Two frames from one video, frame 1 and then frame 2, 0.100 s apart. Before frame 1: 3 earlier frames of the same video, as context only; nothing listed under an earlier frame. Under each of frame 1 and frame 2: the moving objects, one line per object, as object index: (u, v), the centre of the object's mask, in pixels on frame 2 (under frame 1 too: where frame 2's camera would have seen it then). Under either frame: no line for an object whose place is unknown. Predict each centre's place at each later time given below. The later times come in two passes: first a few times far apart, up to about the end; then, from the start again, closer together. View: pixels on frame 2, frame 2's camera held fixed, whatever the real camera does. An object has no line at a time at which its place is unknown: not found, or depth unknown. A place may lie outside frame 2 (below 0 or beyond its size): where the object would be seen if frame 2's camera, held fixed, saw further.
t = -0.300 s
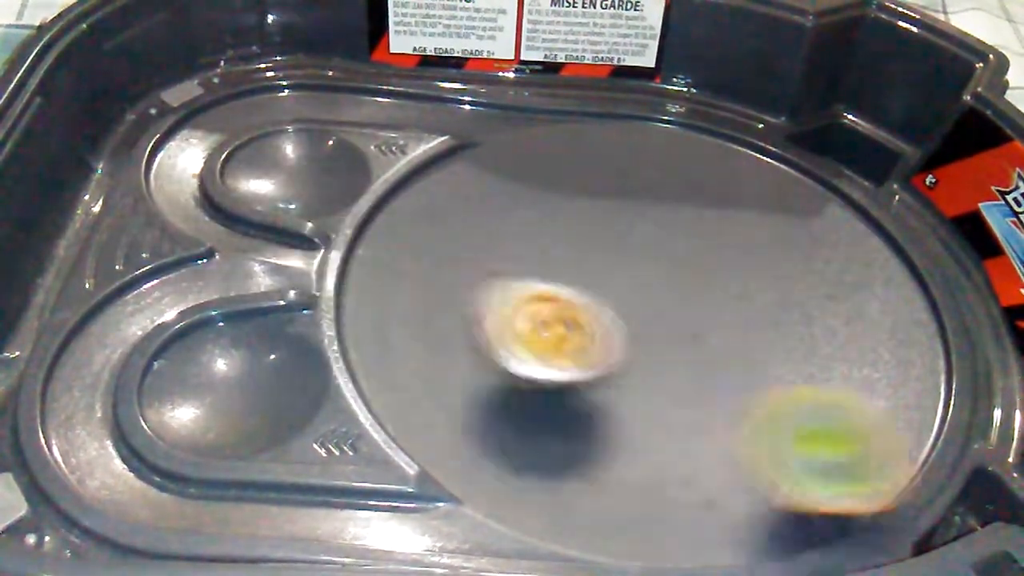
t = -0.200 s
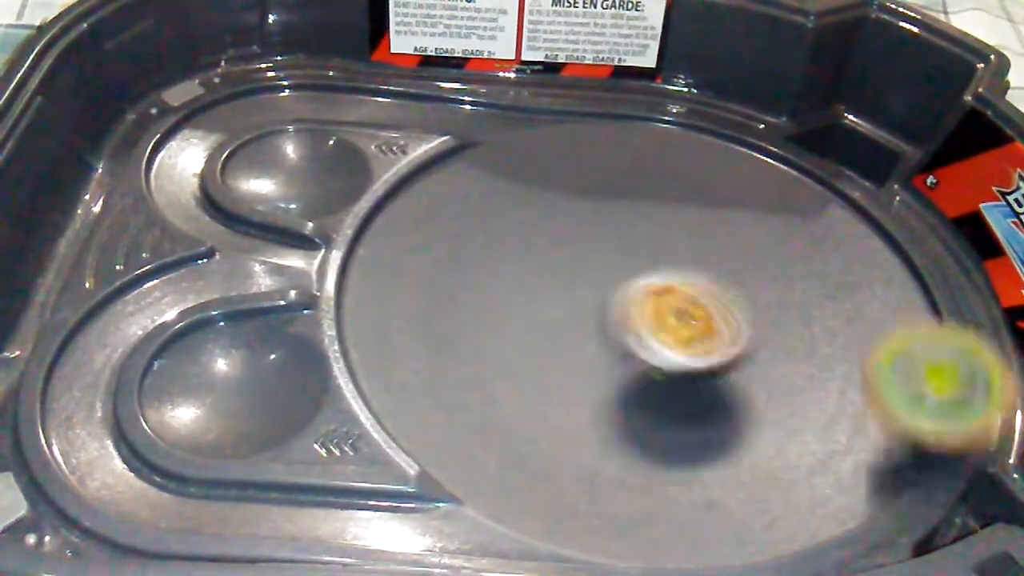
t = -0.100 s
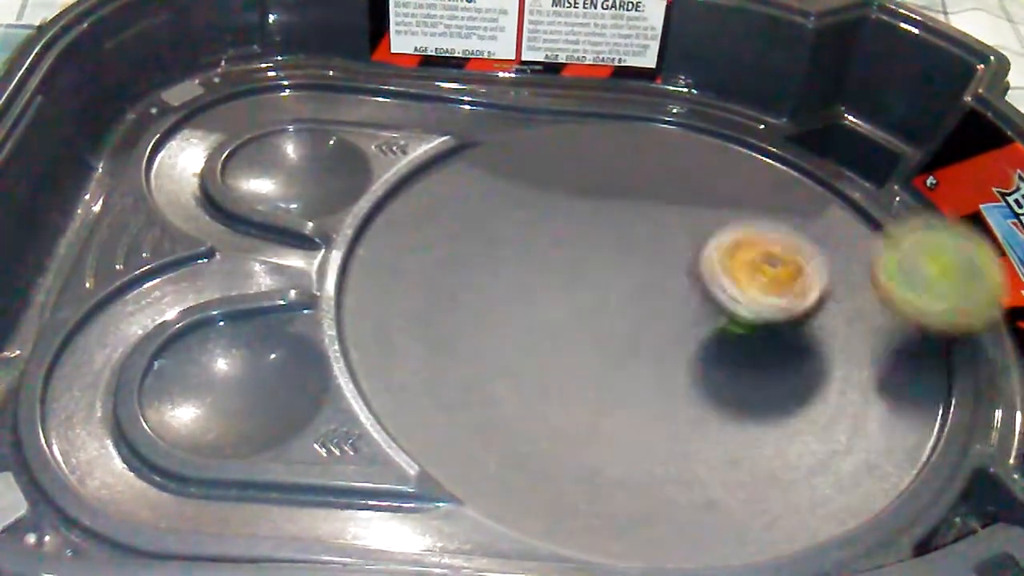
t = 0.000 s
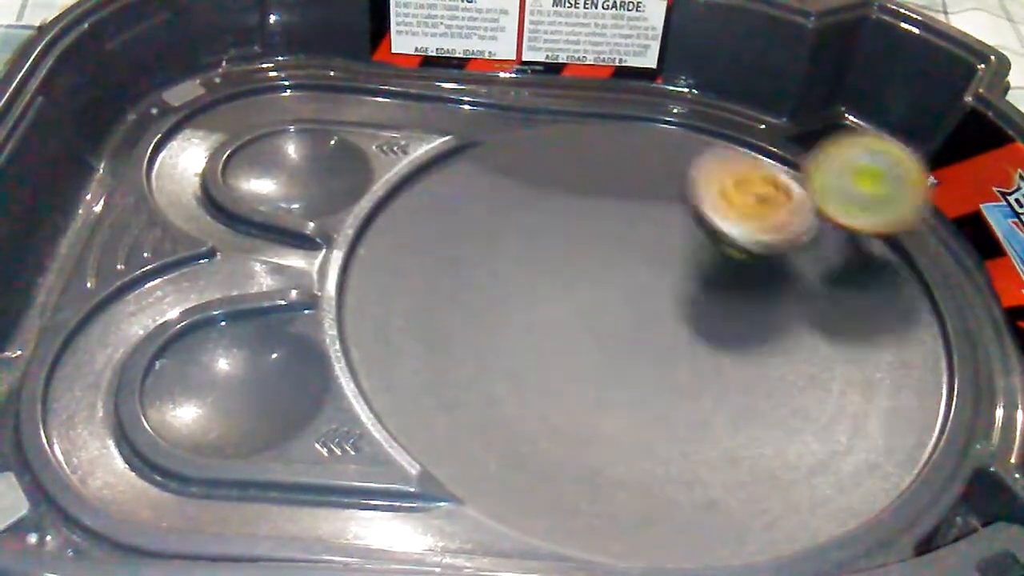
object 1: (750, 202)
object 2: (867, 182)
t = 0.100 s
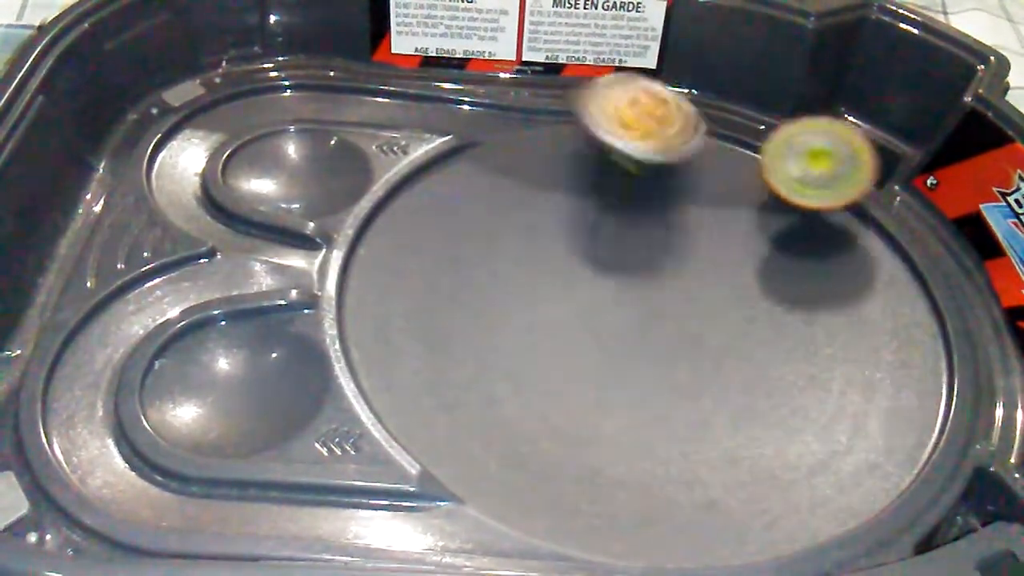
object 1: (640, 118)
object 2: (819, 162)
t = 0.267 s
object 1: (456, 78)
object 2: (773, 167)
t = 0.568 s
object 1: (223, 79)
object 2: (772, 341)
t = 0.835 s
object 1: (260, 201)
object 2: (929, 375)
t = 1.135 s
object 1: (681, 371)
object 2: (610, 271)
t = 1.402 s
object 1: (807, 213)
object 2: (477, 400)
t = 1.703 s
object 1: (523, 244)
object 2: (673, 357)
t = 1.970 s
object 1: (412, 342)
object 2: (724, 339)
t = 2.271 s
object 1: (523, 327)
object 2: (678, 288)
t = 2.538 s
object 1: (509, 295)
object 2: (644, 257)
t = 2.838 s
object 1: (516, 278)
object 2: (702, 269)
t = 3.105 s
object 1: (565, 262)
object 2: (706, 285)
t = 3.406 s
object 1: (552, 249)
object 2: (759, 336)
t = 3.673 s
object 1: (545, 274)
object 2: (775, 319)
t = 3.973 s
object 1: (547, 274)
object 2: (708, 375)
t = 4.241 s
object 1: (573, 283)
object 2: (670, 365)
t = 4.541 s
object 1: (586, 267)
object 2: (621, 361)
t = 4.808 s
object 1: (586, 250)
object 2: (572, 350)
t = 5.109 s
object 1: (612, 257)
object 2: (553, 344)
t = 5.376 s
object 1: (668, 311)
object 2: (556, 311)
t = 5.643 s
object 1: (728, 321)
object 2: (537, 281)
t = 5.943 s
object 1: (677, 324)
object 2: (568, 255)
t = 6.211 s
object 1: (680, 326)
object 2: (583, 243)
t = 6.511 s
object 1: (679, 331)
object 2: (617, 248)
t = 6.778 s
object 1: (663, 352)
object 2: (622, 219)
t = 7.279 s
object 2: (565, 254)
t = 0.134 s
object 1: (600, 100)
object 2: (807, 159)
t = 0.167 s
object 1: (560, 88)
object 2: (797, 158)
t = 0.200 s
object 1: (520, 89)
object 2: (789, 159)
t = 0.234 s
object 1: (482, 90)
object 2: (781, 161)
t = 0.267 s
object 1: (456, 78)
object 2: (773, 167)
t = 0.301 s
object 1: (433, 76)
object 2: (764, 177)
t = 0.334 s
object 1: (407, 74)
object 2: (754, 190)
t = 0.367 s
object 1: (379, 74)
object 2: (746, 208)
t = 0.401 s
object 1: (350, 73)
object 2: (742, 227)
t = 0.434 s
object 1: (323, 70)
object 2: (740, 249)
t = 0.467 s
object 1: (297, 69)
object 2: (743, 272)
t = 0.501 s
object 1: (269, 64)
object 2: (748, 296)
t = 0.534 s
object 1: (245, 65)
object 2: (757, 320)
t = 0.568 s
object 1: (223, 79)
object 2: (772, 341)
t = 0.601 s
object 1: (204, 92)
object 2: (790, 361)
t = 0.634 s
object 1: (186, 108)
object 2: (809, 378)
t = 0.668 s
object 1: (168, 119)
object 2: (831, 391)
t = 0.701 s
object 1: (158, 138)
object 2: (854, 398)
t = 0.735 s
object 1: (165, 160)
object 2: (876, 401)
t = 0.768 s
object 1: (185, 171)
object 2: (900, 399)
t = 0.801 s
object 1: (218, 185)
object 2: (917, 390)
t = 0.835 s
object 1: (260, 201)
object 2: (929, 375)
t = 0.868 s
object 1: (296, 215)
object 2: (930, 357)
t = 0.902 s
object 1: (341, 241)
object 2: (916, 336)
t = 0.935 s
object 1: (381, 268)
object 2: (892, 318)
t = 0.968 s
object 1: (424, 295)
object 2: (854, 300)
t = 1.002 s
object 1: (470, 319)
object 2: (806, 284)
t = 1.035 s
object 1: (520, 343)
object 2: (758, 276)
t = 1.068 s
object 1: (575, 360)
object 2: (708, 270)
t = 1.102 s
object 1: (629, 370)
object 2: (661, 269)
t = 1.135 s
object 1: (681, 371)
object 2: (610, 271)
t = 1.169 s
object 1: (731, 365)
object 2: (561, 278)
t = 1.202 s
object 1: (772, 351)
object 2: (518, 288)
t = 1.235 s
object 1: (805, 332)
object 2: (476, 300)
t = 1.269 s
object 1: (825, 309)
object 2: (439, 318)
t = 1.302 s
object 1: (835, 283)
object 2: (411, 340)
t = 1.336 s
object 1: (834, 258)
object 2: (389, 361)
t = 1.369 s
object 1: (826, 236)
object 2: (426, 382)
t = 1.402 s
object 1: (807, 213)
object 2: (477, 400)
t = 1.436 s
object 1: (782, 194)
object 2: (524, 407)
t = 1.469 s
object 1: (748, 179)
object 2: (570, 411)
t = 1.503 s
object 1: (711, 171)
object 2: (612, 412)
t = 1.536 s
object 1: (673, 171)
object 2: (648, 411)
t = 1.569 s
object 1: (636, 175)
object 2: (673, 406)
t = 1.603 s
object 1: (601, 185)
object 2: (687, 397)
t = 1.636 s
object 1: (569, 200)
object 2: (691, 387)
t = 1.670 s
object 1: (543, 220)
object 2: (687, 372)
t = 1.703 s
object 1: (523, 244)
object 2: (673, 357)
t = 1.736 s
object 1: (509, 270)
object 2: (652, 342)
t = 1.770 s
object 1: (498, 291)
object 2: (636, 332)
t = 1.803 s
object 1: (452, 304)
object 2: (657, 339)
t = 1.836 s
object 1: (412, 308)
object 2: (677, 345)
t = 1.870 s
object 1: (382, 320)
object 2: (694, 349)
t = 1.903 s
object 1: (380, 326)
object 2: (708, 349)
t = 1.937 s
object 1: (394, 335)
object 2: (719, 345)
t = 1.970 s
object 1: (412, 342)
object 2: (724, 339)
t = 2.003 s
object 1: (436, 344)
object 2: (724, 331)
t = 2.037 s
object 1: (460, 346)
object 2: (720, 323)
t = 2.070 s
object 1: (480, 349)
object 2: (711, 316)
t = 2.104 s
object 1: (499, 348)
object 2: (700, 309)
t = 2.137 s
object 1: (518, 347)
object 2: (688, 304)
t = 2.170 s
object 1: (533, 342)
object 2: (675, 300)
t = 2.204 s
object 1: (543, 337)
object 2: (662, 299)
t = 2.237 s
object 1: (534, 332)
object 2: (669, 294)
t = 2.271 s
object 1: (523, 327)
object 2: (678, 288)
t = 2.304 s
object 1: (512, 321)
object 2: (682, 280)
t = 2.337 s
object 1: (505, 316)
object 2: (684, 273)
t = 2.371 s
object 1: (500, 311)
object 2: (681, 267)
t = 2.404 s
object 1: (495, 306)
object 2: (674, 261)
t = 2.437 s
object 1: (495, 304)
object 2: (666, 257)
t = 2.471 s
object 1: (497, 300)
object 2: (658, 255)
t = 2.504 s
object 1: (501, 298)
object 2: (650, 255)
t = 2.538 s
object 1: (509, 295)
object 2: (644, 257)
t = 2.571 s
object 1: (515, 289)
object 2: (638, 262)
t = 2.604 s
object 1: (515, 285)
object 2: (641, 267)
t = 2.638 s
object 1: (507, 282)
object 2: (655, 269)
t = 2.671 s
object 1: (500, 280)
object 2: (668, 270)
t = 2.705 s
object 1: (498, 279)
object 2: (679, 270)
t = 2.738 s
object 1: (498, 278)
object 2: (688, 270)
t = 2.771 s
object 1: (503, 278)
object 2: (694, 270)
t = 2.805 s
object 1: (508, 278)
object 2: (698, 269)
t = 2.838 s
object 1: (516, 278)
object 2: (702, 269)
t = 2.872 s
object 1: (524, 276)
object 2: (702, 268)
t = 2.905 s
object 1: (533, 275)
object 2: (702, 268)
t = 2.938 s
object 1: (544, 274)
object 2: (700, 269)
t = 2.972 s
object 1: (553, 272)
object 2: (697, 271)
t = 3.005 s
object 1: (563, 270)
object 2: (694, 274)
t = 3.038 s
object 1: (565, 267)
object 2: (698, 277)
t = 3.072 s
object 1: (565, 264)
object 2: (702, 281)
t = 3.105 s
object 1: (565, 262)
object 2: (706, 285)
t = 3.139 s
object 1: (567, 261)
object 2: (709, 289)
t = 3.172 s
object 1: (569, 261)
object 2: (711, 292)
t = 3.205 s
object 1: (572, 261)
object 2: (712, 294)
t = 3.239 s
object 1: (575, 262)
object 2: (712, 298)
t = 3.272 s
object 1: (579, 263)
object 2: (711, 301)
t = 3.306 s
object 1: (584, 265)
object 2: (709, 304)
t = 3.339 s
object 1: (583, 262)
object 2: (714, 312)
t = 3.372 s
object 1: (567, 254)
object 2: (737, 326)
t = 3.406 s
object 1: (552, 249)
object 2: (759, 336)
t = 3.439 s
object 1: (542, 247)
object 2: (779, 342)
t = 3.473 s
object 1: (527, 249)
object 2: (808, 343)
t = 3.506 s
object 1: (525, 253)
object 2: (814, 340)
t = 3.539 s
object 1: (522, 256)
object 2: (815, 335)
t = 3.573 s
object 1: (524, 261)
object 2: (813, 331)
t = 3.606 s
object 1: (528, 267)
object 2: (805, 326)
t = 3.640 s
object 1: (537, 272)
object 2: (792, 322)
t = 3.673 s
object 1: (545, 274)
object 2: (775, 319)
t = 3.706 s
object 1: (554, 278)
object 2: (755, 317)
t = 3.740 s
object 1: (564, 281)
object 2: (734, 317)
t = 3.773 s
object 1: (572, 283)
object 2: (710, 320)
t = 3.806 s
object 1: (570, 281)
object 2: (699, 328)
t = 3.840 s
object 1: (561, 277)
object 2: (701, 341)
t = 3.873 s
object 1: (555, 273)
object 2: (702, 352)
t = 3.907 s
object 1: (550, 272)
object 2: (704, 362)
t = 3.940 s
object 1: (548, 273)
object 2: (706, 370)
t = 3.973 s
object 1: (547, 274)
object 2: (708, 375)
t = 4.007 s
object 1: (547, 275)
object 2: (709, 379)
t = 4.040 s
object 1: (549, 276)
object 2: (709, 381)
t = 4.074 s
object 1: (552, 278)
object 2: (707, 381)
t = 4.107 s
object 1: (556, 278)
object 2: (704, 380)
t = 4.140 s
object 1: (560, 281)
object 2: (699, 378)
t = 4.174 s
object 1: (564, 281)
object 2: (691, 374)
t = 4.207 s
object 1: (568, 282)
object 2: (682, 370)
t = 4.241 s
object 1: (573, 283)
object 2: (670, 365)
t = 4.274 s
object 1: (575, 282)
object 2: (662, 365)
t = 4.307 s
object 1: (575, 278)
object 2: (657, 368)
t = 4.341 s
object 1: (576, 278)
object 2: (653, 371)
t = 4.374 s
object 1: (578, 275)
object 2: (648, 372)
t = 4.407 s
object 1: (580, 275)
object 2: (645, 372)
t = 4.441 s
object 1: (581, 272)
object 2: (639, 370)
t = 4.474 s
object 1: (583, 271)
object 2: (633, 367)
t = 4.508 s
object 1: (585, 270)
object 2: (627, 364)
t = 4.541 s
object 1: (586, 267)
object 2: (621, 361)
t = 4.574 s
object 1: (587, 265)
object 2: (614, 358)
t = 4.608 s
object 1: (586, 263)
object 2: (606, 355)
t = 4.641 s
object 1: (589, 257)
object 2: (598, 354)
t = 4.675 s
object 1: (588, 255)
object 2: (590, 355)
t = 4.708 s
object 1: (587, 252)
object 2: (585, 354)
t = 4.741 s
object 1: (586, 249)
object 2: (580, 353)
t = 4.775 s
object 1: (586, 248)
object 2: (575, 351)
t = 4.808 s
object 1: (586, 250)
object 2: (572, 350)
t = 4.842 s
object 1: (585, 250)
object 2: (569, 347)
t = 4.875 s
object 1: (586, 250)
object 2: (566, 344)
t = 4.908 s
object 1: (587, 251)
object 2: (565, 341)
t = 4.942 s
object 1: (588, 252)
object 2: (563, 336)
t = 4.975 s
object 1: (593, 249)
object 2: (558, 339)
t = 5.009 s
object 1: (599, 247)
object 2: (554, 342)
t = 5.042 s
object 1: (604, 247)
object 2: (553, 344)
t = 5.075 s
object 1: (607, 251)
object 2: (552, 344)
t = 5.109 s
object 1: (612, 257)
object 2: (553, 344)
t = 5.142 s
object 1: (615, 265)
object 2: (556, 343)
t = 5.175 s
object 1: (621, 272)
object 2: (557, 342)
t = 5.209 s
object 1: (626, 276)
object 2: (562, 339)
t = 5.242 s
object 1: (634, 280)
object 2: (565, 334)
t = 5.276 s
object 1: (640, 283)
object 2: (569, 328)
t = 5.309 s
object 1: (650, 291)
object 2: (569, 322)
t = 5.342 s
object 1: (660, 303)
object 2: (562, 316)
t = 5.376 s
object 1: (668, 311)
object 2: (556, 311)
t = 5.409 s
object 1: (677, 318)
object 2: (550, 307)
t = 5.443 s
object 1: (688, 324)
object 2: (546, 303)
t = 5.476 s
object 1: (701, 326)
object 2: (542, 298)
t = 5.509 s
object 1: (712, 325)
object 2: (539, 294)
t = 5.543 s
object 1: (719, 324)
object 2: (537, 291)
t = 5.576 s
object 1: (726, 322)
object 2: (536, 288)
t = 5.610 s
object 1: (728, 321)
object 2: (537, 285)
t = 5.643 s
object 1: (728, 321)
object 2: (537, 281)
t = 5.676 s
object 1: (726, 322)
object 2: (538, 279)
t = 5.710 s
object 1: (723, 324)
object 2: (540, 276)
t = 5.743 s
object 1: (717, 325)
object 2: (543, 274)
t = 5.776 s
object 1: (709, 326)
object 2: (547, 271)
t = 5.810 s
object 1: (702, 327)
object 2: (551, 269)
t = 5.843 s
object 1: (692, 327)
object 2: (557, 267)
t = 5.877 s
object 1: (683, 326)
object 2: (562, 264)
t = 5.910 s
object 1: (676, 324)
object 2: (568, 261)
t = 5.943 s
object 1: (677, 324)
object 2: (568, 255)
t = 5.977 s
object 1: (679, 326)
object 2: (569, 250)
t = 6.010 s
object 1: (682, 326)
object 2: (571, 247)
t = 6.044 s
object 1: (685, 327)
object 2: (572, 244)
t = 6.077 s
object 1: (687, 327)
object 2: (574, 243)
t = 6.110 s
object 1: (687, 327)
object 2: (576, 242)
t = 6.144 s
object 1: (685, 327)
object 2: (578, 242)
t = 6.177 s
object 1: (682, 327)
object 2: (580, 242)
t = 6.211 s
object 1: (680, 326)
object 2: (583, 243)
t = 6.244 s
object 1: (678, 325)
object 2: (588, 246)
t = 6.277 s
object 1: (677, 326)
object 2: (592, 246)
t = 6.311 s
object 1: (679, 329)
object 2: (596, 246)
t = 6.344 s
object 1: (681, 329)
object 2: (599, 245)
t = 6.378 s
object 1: (681, 328)
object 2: (602, 246)
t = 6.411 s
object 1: (681, 328)
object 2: (605, 246)
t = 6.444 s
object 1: (680, 328)
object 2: (609, 247)
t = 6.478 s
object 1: (680, 329)
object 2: (612, 248)
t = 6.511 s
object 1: (679, 331)
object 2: (617, 248)
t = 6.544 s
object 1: (676, 333)
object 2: (620, 247)
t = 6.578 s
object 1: (673, 335)
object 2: (624, 246)
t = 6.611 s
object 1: (674, 344)
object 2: (630, 242)
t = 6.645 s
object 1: (672, 350)
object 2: (631, 235)
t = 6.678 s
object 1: (668, 352)
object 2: (630, 229)
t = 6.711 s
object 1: (664, 352)
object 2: (629, 224)
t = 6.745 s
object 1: (663, 352)
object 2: (625, 221)
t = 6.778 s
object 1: (663, 352)
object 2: (622, 219)
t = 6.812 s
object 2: (619, 219)
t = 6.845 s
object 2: (616, 220)
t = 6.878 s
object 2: (613, 223)
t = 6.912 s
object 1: (669, 346)
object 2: (611, 226)
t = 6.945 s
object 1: (670, 344)
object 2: (609, 232)
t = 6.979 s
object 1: (671, 341)
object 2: (607, 239)
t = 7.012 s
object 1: (673, 338)
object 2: (608, 247)
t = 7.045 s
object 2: (607, 254)
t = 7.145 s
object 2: (595, 261)
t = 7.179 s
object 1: (687, 354)
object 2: (587, 258)
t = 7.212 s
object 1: (685, 355)
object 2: (580, 255)
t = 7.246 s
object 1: (682, 357)
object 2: (572, 254)
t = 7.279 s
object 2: (565, 254)
